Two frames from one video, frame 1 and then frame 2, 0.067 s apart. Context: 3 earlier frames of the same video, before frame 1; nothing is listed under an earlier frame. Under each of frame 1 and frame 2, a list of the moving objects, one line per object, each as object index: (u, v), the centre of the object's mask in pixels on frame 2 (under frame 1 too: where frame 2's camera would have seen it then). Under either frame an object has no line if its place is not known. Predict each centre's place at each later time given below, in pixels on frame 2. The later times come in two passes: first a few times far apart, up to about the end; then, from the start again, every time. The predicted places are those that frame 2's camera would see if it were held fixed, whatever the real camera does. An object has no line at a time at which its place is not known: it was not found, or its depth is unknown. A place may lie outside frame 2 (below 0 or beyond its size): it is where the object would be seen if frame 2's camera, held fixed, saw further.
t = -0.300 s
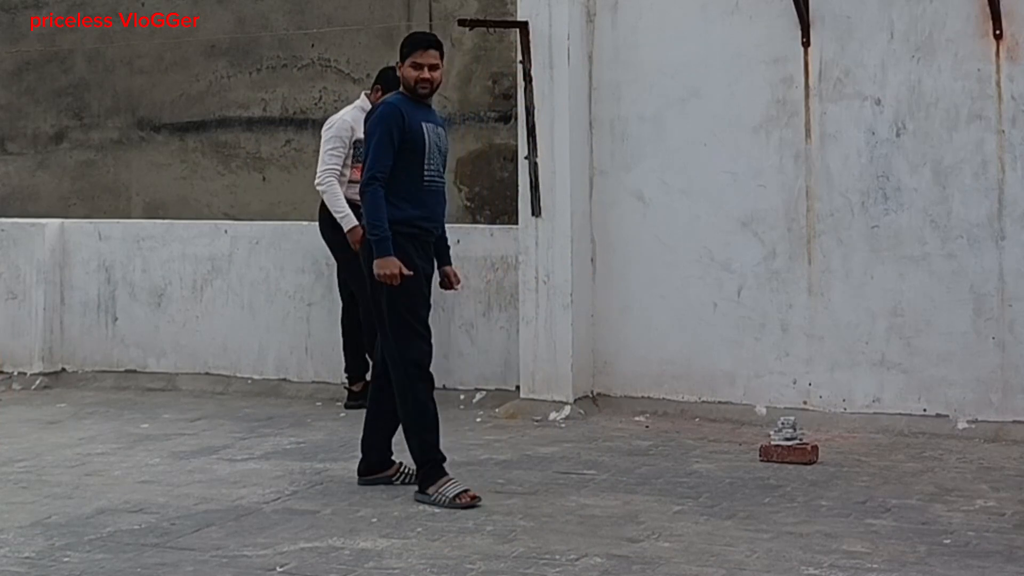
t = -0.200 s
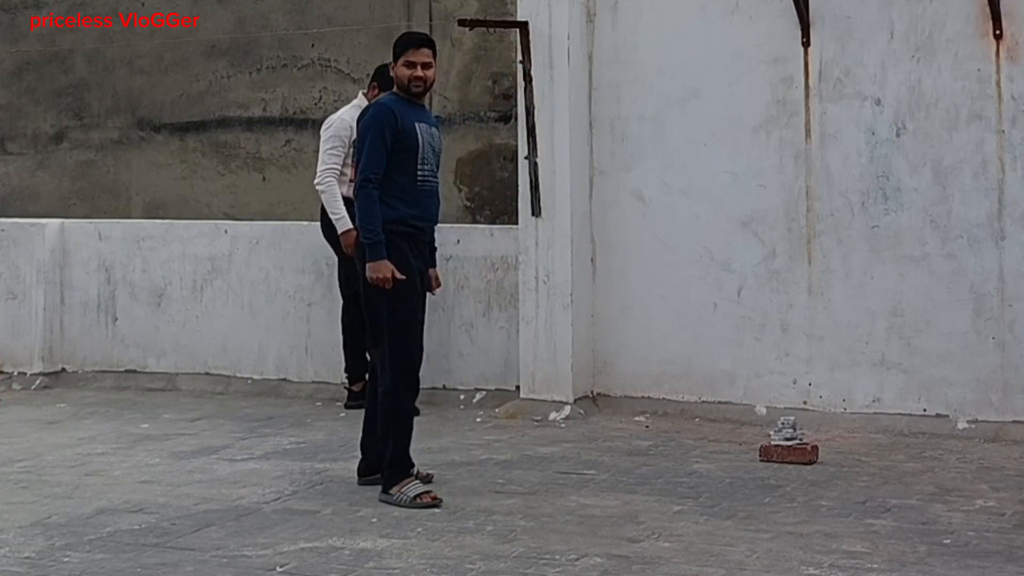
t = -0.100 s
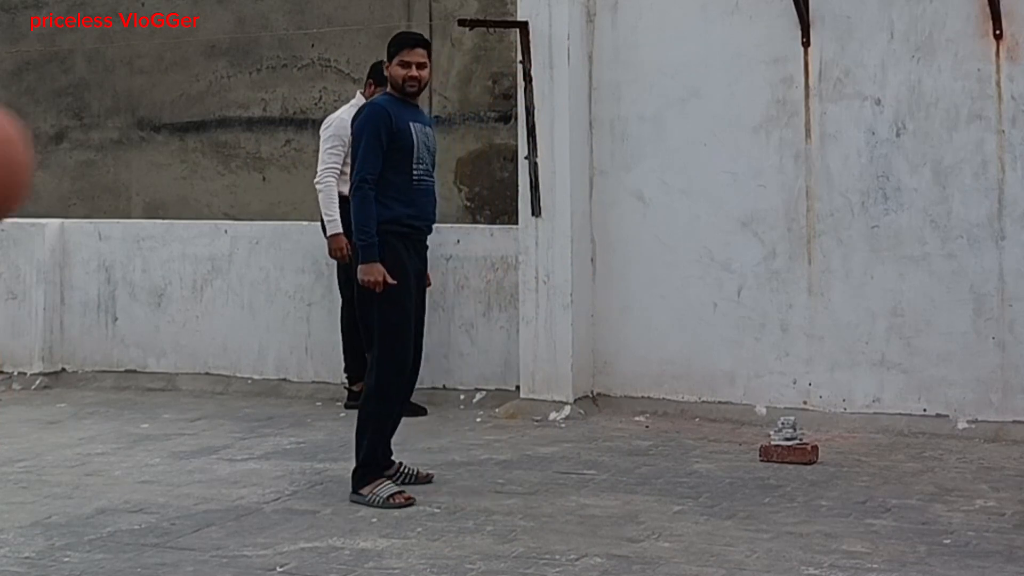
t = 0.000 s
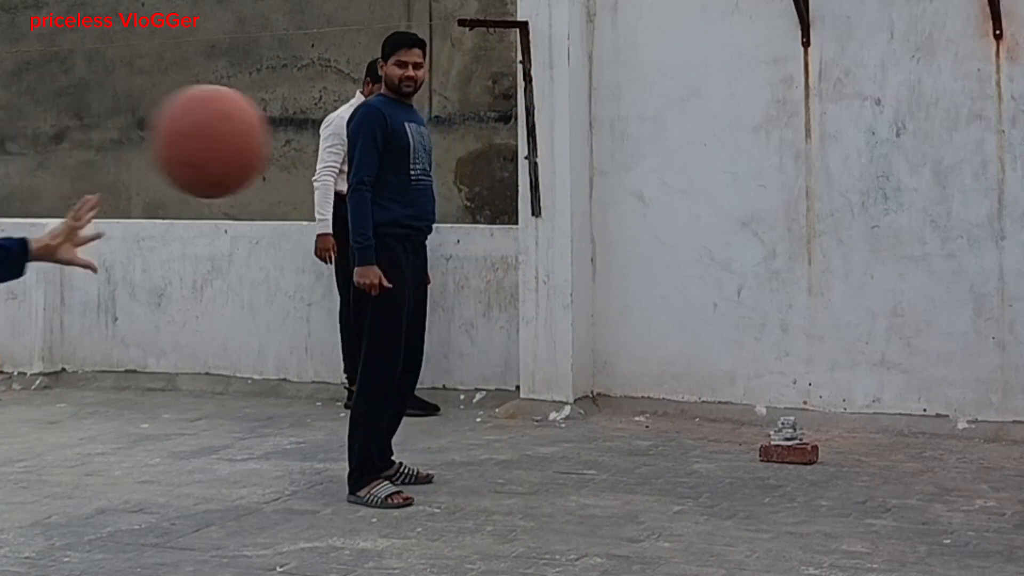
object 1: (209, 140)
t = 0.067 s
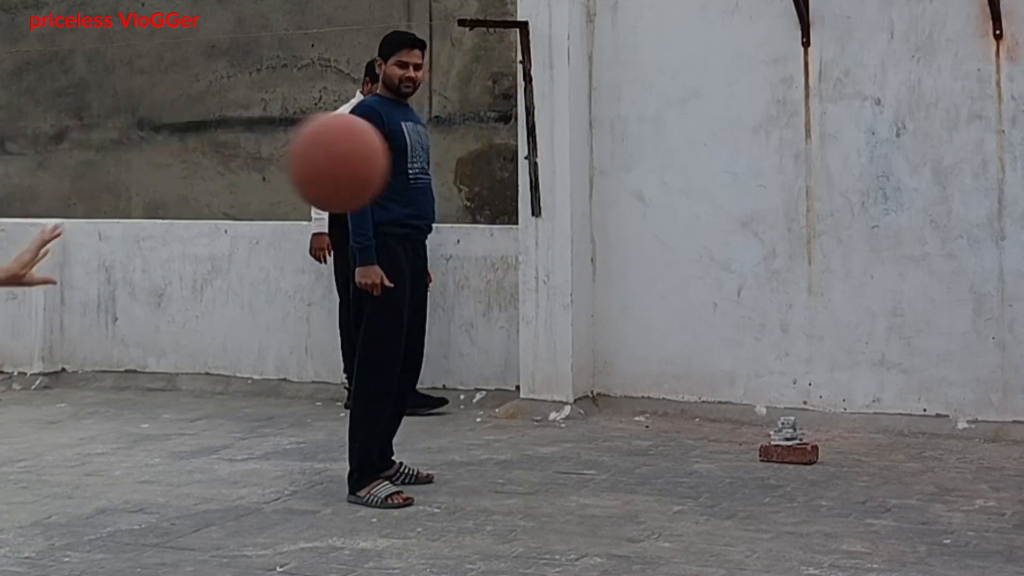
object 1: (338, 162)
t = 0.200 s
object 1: (519, 240)
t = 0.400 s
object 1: (697, 411)
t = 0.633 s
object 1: (782, 328)
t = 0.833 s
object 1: (827, 269)
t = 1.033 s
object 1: (831, 270)
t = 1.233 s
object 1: (803, 335)
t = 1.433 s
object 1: (778, 419)
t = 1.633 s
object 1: (764, 376)
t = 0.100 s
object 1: (391, 178)
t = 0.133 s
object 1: (437, 196)
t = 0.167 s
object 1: (479, 217)
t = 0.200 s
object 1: (519, 240)
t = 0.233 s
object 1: (555, 265)
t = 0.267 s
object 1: (588, 292)
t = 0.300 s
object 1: (619, 320)
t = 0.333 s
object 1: (647, 349)
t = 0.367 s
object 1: (673, 380)
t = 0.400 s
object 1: (697, 411)
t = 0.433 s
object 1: (719, 444)
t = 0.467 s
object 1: (738, 470)
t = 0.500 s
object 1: (748, 433)
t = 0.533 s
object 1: (756, 402)
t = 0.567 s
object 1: (765, 374)
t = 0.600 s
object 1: (773, 349)
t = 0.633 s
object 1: (782, 328)
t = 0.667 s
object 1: (790, 311)
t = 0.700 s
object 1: (798, 297)
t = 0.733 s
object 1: (805, 286)
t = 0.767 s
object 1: (813, 278)
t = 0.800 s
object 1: (820, 272)
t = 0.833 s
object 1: (827, 269)
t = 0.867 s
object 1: (835, 269)
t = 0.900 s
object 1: (841, 272)
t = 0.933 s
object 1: (845, 273)
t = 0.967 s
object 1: (840, 270)
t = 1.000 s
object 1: (836, 269)
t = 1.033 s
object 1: (831, 270)
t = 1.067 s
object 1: (827, 274)
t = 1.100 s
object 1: (822, 281)
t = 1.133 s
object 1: (818, 290)
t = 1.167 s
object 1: (813, 302)
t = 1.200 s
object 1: (808, 317)
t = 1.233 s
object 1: (803, 335)
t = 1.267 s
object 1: (799, 357)
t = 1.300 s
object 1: (794, 381)
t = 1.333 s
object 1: (789, 410)
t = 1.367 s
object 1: (784, 442)
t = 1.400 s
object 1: (782, 437)
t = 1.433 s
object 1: (778, 419)
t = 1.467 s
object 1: (776, 405)
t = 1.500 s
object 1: (773, 394)
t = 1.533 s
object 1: (771, 385)
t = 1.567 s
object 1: (769, 379)
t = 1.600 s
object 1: (766, 376)
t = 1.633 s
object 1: (764, 376)
